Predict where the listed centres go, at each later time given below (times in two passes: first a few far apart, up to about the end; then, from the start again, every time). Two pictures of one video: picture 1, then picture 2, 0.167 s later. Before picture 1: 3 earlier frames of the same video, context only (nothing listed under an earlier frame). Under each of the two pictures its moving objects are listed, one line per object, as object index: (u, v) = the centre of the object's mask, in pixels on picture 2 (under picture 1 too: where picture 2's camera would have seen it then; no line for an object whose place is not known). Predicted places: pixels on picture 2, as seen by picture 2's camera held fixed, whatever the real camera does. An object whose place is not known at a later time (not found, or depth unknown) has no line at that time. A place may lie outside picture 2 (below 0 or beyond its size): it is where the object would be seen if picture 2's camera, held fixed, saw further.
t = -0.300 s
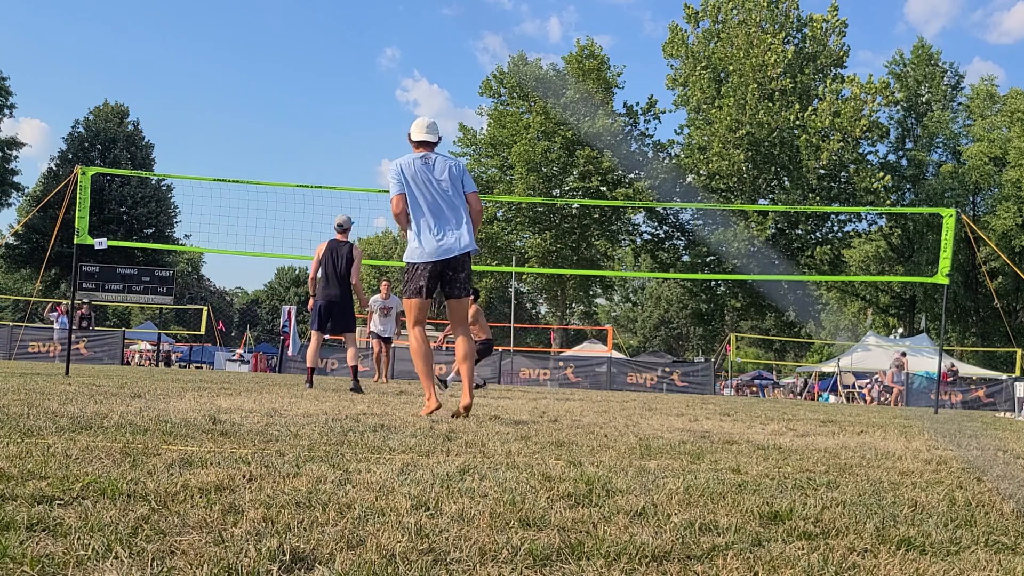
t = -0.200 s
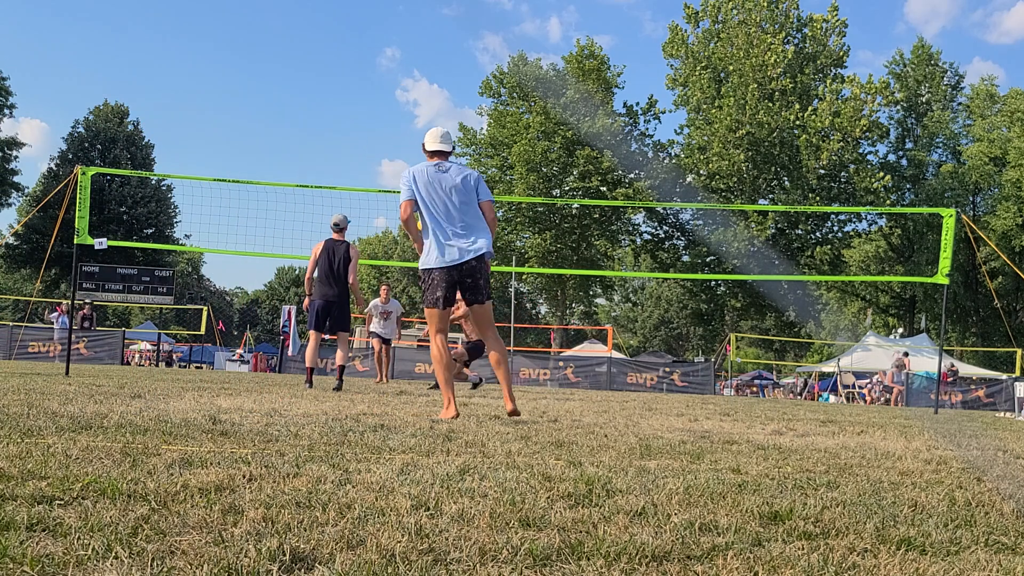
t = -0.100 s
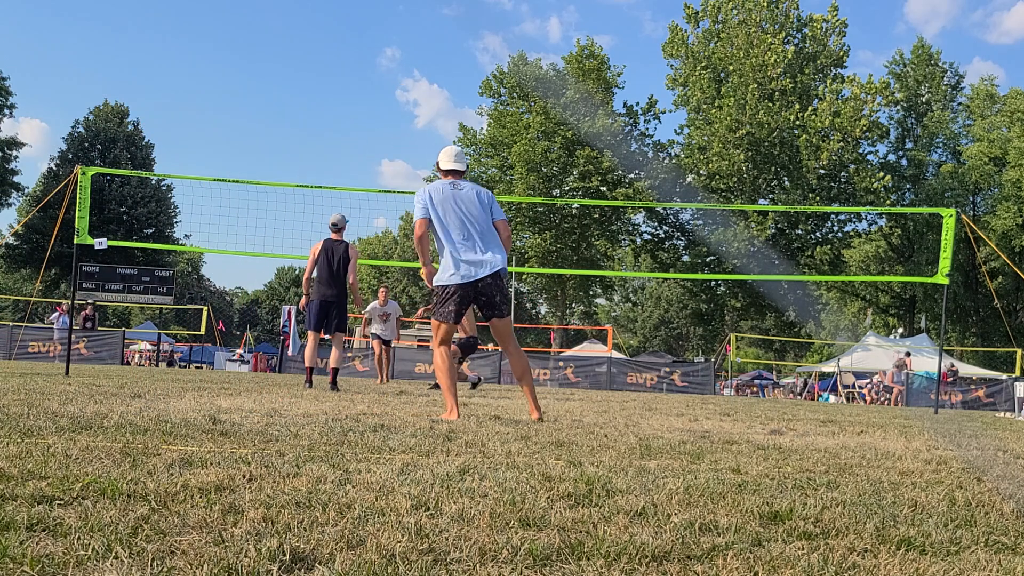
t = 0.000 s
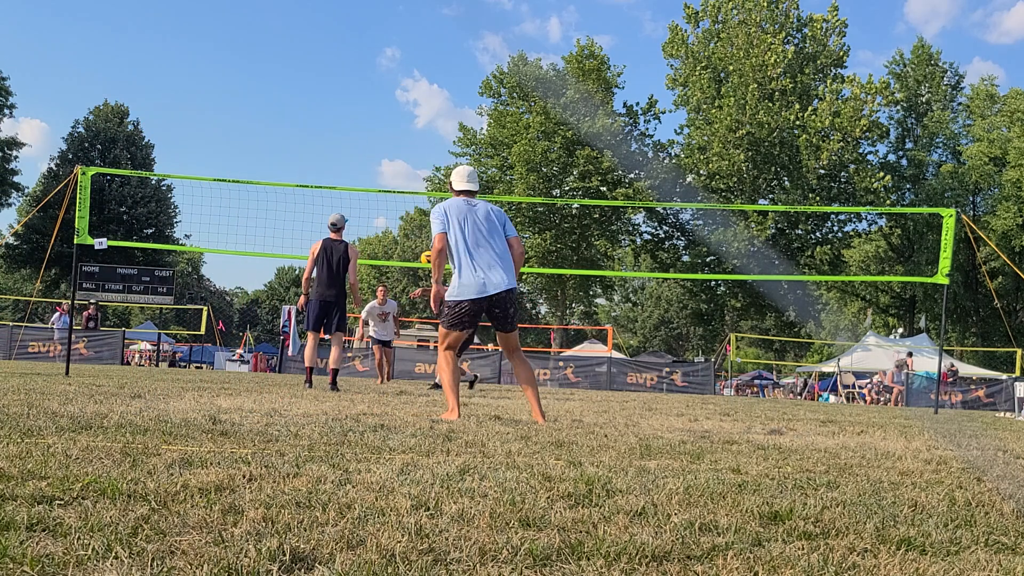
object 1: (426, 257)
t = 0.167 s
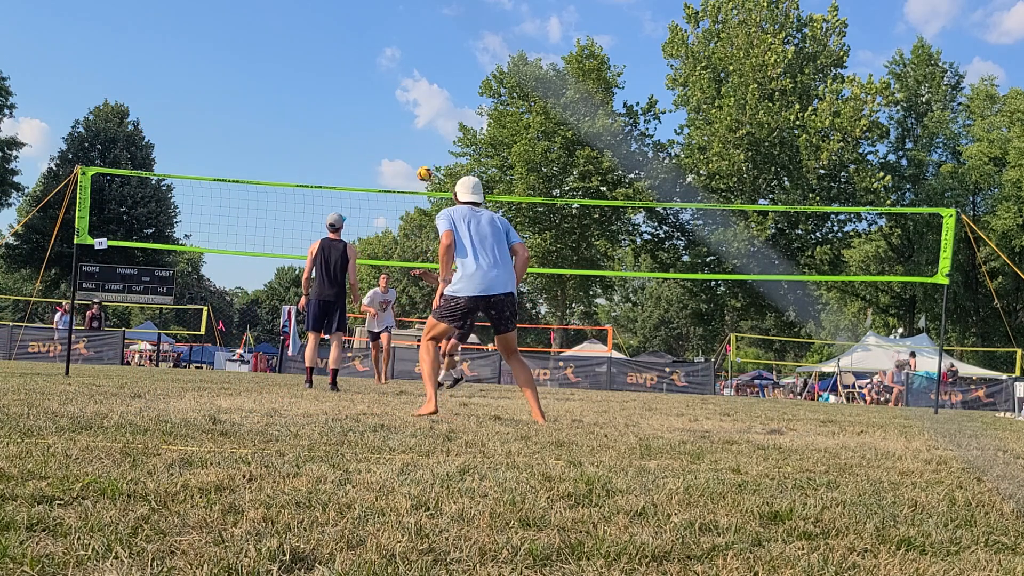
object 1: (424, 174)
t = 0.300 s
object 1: (421, 122)
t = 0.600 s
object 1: (412, 53)
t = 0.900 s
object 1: (399, 47)
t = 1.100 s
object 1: (389, 79)
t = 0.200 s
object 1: (423, 159)
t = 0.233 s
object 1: (423, 146)
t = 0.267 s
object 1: (422, 134)
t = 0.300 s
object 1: (421, 122)
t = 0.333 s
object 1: (421, 111)
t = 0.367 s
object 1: (419, 101)
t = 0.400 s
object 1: (419, 92)
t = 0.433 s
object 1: (418, 83)
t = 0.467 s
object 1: (416, 76)
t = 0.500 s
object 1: (415, 69)
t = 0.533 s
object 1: (414, 63)
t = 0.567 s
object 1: (413, 58)
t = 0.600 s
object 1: (412, 53)
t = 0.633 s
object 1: (410, 49)
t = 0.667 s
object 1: (409, 47)
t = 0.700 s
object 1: (408, 44)
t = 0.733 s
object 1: (407, 43)
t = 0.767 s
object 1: (405, 42)
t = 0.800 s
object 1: (404, 43)
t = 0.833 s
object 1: (402, 43)
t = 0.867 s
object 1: (400, 45)
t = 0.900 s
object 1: (399, 47)
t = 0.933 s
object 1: (397, 51)
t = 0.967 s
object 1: (396, 55)
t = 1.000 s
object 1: (394, 60)
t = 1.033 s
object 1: (392, 66)
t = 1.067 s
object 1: (391, 72)
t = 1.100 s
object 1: (389, 79)
